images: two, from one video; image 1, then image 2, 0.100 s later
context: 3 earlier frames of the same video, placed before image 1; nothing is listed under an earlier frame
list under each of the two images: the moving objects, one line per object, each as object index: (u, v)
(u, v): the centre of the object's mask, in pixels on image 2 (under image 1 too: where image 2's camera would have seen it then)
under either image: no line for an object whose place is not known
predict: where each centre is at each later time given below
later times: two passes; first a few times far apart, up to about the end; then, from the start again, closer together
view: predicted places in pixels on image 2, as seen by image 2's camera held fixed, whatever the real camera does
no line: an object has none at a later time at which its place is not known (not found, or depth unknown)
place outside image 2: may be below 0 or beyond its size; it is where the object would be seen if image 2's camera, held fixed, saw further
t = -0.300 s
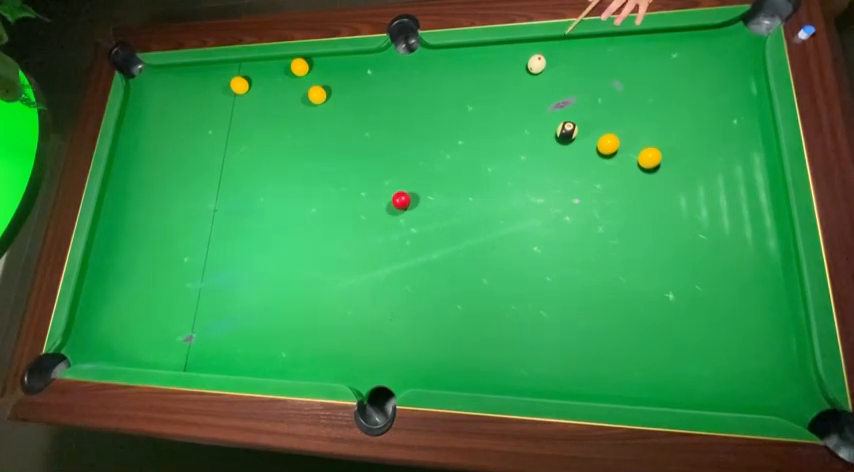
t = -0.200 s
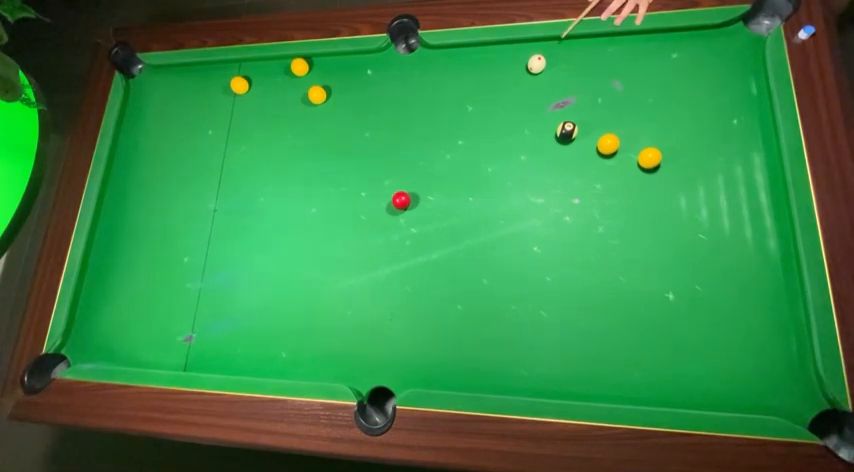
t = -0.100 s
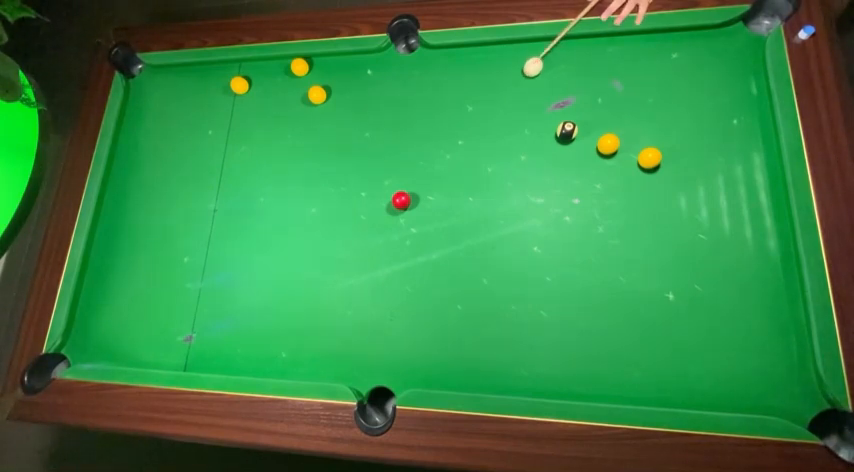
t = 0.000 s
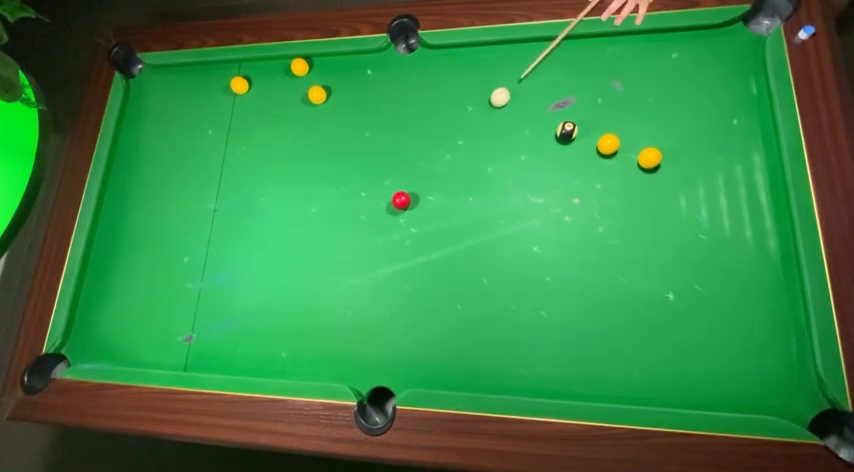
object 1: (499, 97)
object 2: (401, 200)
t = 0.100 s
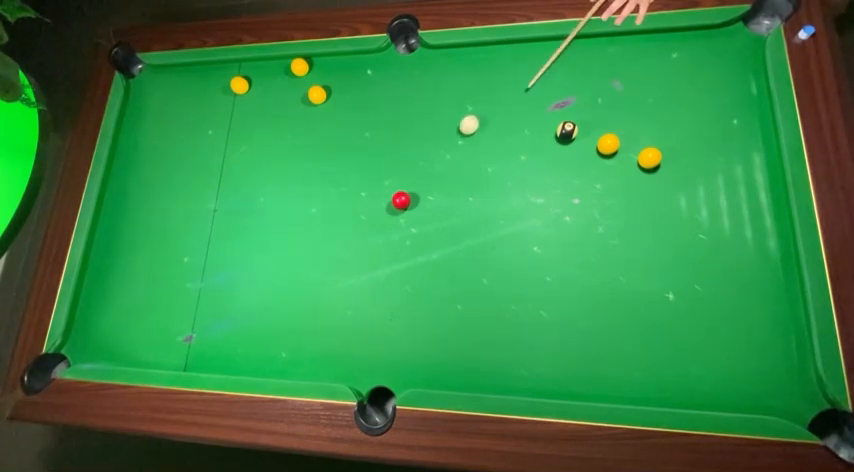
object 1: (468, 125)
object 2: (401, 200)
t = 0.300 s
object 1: (407, 180)
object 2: (401, 200)
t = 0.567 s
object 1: (340, 189)
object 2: (392, 248)
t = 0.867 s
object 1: (270, 198)
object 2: (382, 301)
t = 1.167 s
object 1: (207, 206)
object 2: (373, 354)
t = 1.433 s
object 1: (157, 212)
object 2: (372, 395)
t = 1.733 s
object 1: (106, 218)
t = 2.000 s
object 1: (123, 220)
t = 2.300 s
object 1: (156, 223)
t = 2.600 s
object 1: (188, 225)
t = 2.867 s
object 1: (216, 226)
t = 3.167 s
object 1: (245, 228)
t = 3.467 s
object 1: (272, 229)
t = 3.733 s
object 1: (294, 230)
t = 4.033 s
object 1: (317, 232)
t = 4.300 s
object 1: (335, 233)
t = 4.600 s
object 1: (353, 235)
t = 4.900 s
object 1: (368, 237)
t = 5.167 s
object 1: (379, 238)
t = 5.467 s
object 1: (388, 239)
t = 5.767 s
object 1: (394, 240)
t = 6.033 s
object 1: (398, 241)
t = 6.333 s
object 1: (400, 242)
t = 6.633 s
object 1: (399, 241)
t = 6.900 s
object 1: (399, 241)
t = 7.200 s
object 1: (399, 241)
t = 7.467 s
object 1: (399, 241)
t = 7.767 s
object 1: (399, 241)
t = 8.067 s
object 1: (399, 241)
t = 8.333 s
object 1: (399, 241)
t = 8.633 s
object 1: (399, 241)
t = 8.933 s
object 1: (399, 241)
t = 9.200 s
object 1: (399, 241)
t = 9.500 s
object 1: (399, 241)
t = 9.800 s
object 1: (399, 241)
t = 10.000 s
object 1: (399, 241)
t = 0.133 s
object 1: (458, 134)
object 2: (401, 200)
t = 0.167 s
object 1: (448, 143)
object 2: (401, 200)
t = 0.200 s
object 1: (437, 153)
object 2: (401, 200)
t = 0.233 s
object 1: (427, 162)
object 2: (401, 200)
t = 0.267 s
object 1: (417, 171)
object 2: (401, 200)
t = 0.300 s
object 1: (407, 180)
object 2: (401, 200)
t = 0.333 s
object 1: (398, 183)
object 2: (400, 205)
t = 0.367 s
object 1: (389, 183)
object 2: (399, 212)
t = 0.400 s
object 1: (381, 184)
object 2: (397, 218)
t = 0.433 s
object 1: (372, 185)
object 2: (396, 224)
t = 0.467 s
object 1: (364, 186)
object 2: (395, 230)
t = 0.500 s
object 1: (356, 187)
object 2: (394, 236)
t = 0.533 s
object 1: (348, 188)
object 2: (393, 242)
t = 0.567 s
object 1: (340, 189)
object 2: (392, 248)
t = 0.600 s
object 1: (331, 190)
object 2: (391, 254)
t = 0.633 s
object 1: (324, 191)
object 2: (390, 260)
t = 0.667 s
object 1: (316, 192)
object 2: (389, 266)
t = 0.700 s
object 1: (308, 193)
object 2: (388, 272)
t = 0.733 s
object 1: (300, 194)
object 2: (387, 277)
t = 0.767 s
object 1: (292, 195)
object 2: (386, 283)
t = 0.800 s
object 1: (285, 196)
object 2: (385, 289)
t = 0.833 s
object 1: (277, 197)
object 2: (383, 295)
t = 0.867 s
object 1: (270, 198)
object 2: (382, 301)
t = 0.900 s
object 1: (263, 199)
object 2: (381, 307)
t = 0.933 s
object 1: (255, 200)
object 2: (380, 313)
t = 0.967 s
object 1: (248, 201)
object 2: (379, 319)
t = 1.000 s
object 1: (241, 201)
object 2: (378, 325)
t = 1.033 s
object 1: (234, 202)
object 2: (377, 331)
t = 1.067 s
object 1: (227, 203)
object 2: (376, 337)
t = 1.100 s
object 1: (220, 204)
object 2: (375, 343)
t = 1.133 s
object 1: (214, 205)
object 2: (374, 348)
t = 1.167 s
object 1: (207, 206)
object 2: (373, 354)
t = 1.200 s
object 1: (200, 206)
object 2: (372, 360)
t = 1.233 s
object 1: (194, 207)
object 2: (371, 366)
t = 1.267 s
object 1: (188, 208)
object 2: (370, 372)
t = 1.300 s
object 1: (181, 209)
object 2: (369, 378)
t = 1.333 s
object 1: (175, 209)
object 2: (368, 384)
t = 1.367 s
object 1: (169, 210)
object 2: (366, 389)
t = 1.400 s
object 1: (163, 211)
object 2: (368, 392)
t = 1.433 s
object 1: (157, 212)
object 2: (372, 395)
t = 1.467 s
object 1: (151, 212)
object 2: (377, 397)
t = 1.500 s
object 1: (145, 213)
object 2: (382, 400)
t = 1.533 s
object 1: (139, 214)
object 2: (387, 401)
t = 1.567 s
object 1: (134, 214)
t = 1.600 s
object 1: (128, 215)
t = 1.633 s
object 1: (122, 216)
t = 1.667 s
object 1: (117, 217)
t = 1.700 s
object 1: (111, 217)
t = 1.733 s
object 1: (106, 218)
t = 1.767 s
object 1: (101, 218)
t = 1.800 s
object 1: (101, 219)
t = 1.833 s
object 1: (104, 219)
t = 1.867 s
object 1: (108, 219)
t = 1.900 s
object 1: (112, 219)
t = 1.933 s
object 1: (116, 219)
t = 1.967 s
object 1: (119, 220)
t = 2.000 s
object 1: (123, 220)
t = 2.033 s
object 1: (127, 220)
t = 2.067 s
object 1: (131, 221)
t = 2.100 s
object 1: (134, 221)
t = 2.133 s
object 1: (138, 221)
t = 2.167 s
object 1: (141, 221)
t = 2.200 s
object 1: (145, 222)
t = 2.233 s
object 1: (149, 222)
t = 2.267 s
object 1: (153, 222)
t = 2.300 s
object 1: (156, 223)
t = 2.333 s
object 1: (160, 223)
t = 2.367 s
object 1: (164, 223)
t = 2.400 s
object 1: (167, 223)
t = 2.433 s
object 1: (171, 224)
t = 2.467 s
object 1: (174, 224)
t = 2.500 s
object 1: (178, 224)
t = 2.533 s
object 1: (181, 224)
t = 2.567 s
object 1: (185, 225)
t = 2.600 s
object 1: (188, 225)
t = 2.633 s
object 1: (192, 225)
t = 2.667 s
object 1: (195, 225)
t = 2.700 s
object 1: (199, 225)
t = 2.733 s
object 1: (202, 225)
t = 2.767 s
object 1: (206, 226)
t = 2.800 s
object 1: (209, 226)
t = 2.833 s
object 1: (212, 226)
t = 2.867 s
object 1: (216, 226)
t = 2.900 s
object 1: (219, 227)
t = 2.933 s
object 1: (222, 227)
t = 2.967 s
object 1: (225, 227)
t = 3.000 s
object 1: (229, 227)
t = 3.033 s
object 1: (232, 227)
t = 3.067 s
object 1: (235, 228)
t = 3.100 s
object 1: (238, 228)
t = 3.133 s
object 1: (242, 228)
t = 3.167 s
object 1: (245, 228)
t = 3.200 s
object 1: (248, 228)
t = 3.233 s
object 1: (251, 228)
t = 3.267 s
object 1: (254, 229)
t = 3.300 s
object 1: (257, 229)
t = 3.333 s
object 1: (260, 229)
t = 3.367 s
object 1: (263, 229)
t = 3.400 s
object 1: (266, 229)
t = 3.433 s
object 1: (269, 229)
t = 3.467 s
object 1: (272, 229)
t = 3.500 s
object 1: (275, 229)
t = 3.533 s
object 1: (278, 230)
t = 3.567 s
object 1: (280, 230)
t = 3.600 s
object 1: (283, 230)
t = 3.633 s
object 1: (286, 230)
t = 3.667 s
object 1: (289, 230)
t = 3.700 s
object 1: (292, 230)
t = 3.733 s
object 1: (294, 230)
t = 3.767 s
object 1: (297, 231)
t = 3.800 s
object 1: (299, 231)
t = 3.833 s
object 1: (302, 231)
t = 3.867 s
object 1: (305, 231)
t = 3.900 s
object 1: (307, 231)
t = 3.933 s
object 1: (309, 231)
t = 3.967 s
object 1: (312, 231)
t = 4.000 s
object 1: (314, 232)
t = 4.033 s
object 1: (317, 232)
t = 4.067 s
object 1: (319, 232)
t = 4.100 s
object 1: (322, 232)
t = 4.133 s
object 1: (324, 232)
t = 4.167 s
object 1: (326, 232)
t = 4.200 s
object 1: (329, 233)
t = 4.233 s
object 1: (331, 233)
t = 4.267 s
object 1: (333, 233)
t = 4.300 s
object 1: (335, 233)
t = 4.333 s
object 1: (337, 233)
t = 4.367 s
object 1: (339, 234)
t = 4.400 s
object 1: (341, 234)
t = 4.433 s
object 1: (343, 234)
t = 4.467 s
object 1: (345, 234)
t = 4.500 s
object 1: (347, 234)
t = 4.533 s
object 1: (349, 235)
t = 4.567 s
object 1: (351, 235)
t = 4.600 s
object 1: (353, 235)
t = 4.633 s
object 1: (354, 235)
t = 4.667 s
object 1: (356, 235)
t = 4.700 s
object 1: (358, 236)
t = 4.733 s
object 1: (360, 236)
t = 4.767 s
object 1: (361, 236)
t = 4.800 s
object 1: (363, 236)
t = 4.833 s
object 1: (364, 236)
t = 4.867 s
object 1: (366, 236)
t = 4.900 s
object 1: (368, 237)
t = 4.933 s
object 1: (369, 237)
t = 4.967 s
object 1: (370, 237)
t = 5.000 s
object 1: (372, 238)
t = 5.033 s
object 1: (373, 238)
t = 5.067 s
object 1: (375, 238)
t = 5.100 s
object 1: (376, 238)
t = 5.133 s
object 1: (377, 238)
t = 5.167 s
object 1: (379, 238)
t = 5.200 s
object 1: (380, 239)
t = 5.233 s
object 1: (381, 239)
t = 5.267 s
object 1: (382, 239)
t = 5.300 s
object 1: (384, 239)
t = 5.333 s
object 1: (384, 239)
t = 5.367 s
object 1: (385, 239)
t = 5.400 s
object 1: (386, 239)
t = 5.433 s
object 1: (387, 239)
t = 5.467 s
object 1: (388, 239)
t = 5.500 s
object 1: (389, 239)
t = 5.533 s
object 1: (390, 239)
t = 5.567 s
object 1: (391, 239)
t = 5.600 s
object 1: (391, 239)
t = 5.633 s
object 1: (392, 239)
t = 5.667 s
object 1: (393, 240)
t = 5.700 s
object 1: (394, 240)
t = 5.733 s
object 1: (394, 240)
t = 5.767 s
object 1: (394, 240)
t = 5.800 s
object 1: (395, 240)
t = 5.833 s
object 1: (396, 240)
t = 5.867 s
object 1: (396, 240)
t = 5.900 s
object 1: (396, 240)
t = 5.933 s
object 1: (397, 241)
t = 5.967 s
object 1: (398, 240)
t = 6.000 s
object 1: (398, 241)
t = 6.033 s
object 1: (398, 241)
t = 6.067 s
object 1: (398, 241)
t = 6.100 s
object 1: (399, 241)
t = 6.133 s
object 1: (399, 241)
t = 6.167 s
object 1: (399, 242)
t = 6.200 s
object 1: (399, 242)
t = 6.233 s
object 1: (400, 242)
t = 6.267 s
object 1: (400, 242)
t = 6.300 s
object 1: (400, 242)
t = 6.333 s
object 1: (400, 242)
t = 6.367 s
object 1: (400, 242)
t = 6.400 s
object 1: (399, 242)
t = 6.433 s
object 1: (399, 242)
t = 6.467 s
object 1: (399, 242)
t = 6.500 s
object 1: (399, 242)
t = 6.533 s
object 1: (399, 241)
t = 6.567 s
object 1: (399, 241)
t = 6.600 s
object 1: (399, 241)
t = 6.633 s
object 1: (399, 241)
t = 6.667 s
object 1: (399, 241)
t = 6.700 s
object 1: (399, 241)
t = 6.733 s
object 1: (399, 241)
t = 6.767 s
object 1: (399, 241)
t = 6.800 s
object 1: (399, 241)
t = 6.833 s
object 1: (399, 241)
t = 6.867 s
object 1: (399, 241)
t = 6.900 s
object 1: (399, 241)
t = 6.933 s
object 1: (399, 241)
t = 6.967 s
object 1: (399, 241)
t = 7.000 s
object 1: (399, 241)
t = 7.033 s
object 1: (399, 241)
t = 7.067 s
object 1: (399, 241)
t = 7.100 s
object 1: (399, 241)
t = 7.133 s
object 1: (399, 241)
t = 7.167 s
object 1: (399, 241)
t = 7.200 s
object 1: (399, 241)
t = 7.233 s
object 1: (399, 241)
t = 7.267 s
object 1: (399, 241)
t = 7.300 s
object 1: (399, 241)
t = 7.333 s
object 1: (399, 241)
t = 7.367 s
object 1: (399, 241)
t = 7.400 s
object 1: (399, 241)
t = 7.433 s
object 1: (399, 241)
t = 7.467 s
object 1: (399, 241)
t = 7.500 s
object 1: (399, 241)
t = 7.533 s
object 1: (399, 241)
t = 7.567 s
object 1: (399, 241)
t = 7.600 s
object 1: (399, 241)
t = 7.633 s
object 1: (399, 241)
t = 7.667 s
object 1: (399, 241)
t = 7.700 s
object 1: (399, 241)
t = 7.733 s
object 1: (399, 241)
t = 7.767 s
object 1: (399, 241)
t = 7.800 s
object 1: (399, 241)
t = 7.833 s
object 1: (399, 241)
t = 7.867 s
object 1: (399, 241)
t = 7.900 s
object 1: (399, 241)
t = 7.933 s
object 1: (399, 241)
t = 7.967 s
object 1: (399, 241)
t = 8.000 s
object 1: (399, 241)
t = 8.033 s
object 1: (399, 241)
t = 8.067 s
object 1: (399, 241)
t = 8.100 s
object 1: (399, 241)
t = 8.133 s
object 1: (399, 241)
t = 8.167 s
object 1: (399, 241)
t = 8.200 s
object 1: (399, 241)
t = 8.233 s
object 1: (399, 241)
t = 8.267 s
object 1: (399, 241)
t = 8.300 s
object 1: (399, 241)
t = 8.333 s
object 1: (399, 241)
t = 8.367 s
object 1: (399, 241)
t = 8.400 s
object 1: (399, 241)
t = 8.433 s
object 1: (399, 241)
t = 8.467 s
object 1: (399, 241)
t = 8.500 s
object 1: (399, 241)
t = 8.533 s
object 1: (399, 241)
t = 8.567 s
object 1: (399, 241)
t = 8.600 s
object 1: (399, 241)
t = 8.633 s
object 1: (399, 241)
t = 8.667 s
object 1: (399, 241)
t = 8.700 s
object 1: (399, 241)
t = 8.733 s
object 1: (399, 241)
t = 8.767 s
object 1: (399, 241)
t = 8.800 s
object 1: (399, 241)
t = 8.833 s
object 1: (399, 241)
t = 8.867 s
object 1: (399, 241)
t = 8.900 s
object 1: (399, 241)
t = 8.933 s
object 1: (399, 241)
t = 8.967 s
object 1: (399, 241)
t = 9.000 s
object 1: (399, 241)
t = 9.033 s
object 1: (399, 241)
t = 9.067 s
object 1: (399, 241)
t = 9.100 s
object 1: (399, 241)
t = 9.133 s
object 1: (399, 241)
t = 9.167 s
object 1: (399, 241)
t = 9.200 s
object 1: (399, 241)
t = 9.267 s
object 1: (399, 241)
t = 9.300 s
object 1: (399, 241)
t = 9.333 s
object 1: (399, 241)
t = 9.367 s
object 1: (399, 241)
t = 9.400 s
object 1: (399, 241)
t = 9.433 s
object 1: (399, 241)
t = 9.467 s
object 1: (399, 241)
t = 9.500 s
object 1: (399, 241)
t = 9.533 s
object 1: (399, 241)
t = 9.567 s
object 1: (399, 241)
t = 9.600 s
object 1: (399, 241)
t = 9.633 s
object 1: (399, 241)
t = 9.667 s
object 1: (399, 241)
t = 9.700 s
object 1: (399, 241)
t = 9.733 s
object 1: (399, 241)
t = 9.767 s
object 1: (399, 241)
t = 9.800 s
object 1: (399, 241)
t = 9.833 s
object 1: (399, 241)
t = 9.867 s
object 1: (399, 241)
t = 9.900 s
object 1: (399, 241)
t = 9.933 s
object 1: (399, 241)
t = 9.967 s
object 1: (399, 241)
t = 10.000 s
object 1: (399, 241)
